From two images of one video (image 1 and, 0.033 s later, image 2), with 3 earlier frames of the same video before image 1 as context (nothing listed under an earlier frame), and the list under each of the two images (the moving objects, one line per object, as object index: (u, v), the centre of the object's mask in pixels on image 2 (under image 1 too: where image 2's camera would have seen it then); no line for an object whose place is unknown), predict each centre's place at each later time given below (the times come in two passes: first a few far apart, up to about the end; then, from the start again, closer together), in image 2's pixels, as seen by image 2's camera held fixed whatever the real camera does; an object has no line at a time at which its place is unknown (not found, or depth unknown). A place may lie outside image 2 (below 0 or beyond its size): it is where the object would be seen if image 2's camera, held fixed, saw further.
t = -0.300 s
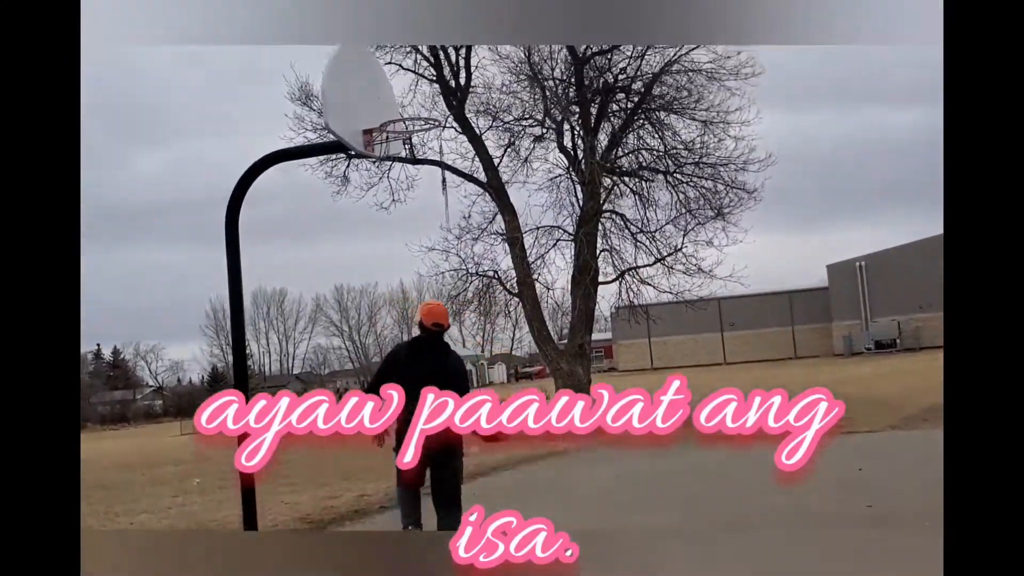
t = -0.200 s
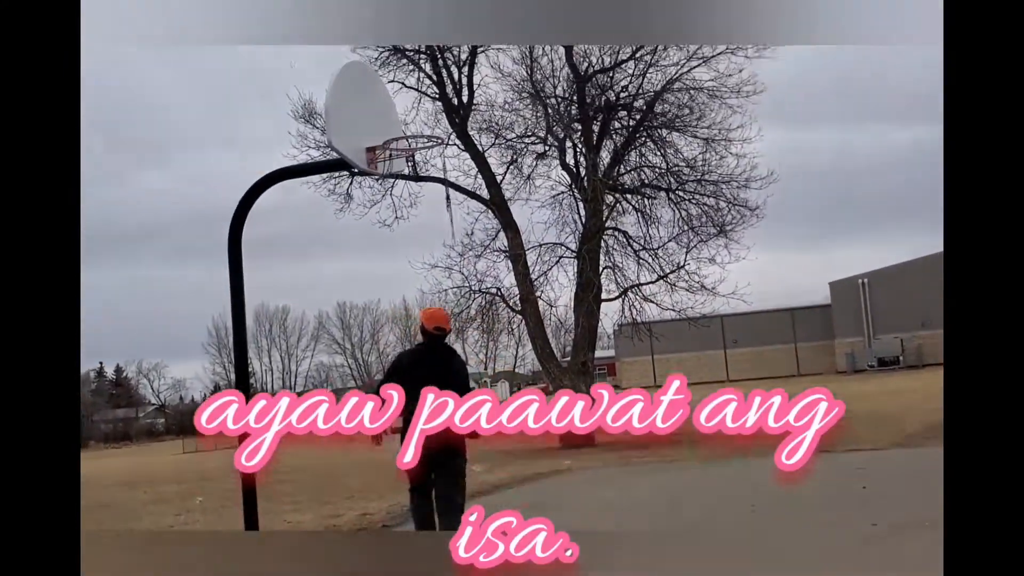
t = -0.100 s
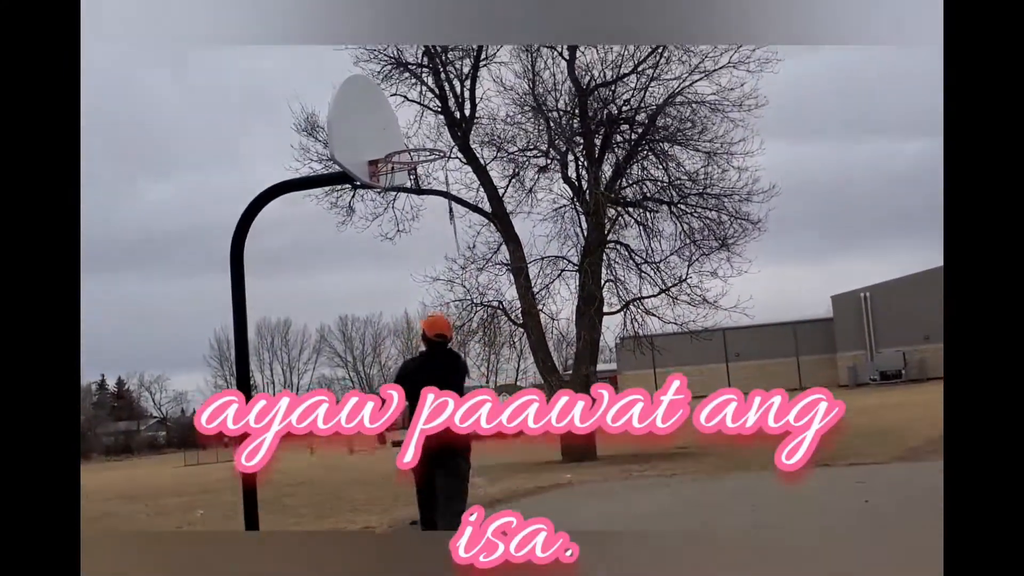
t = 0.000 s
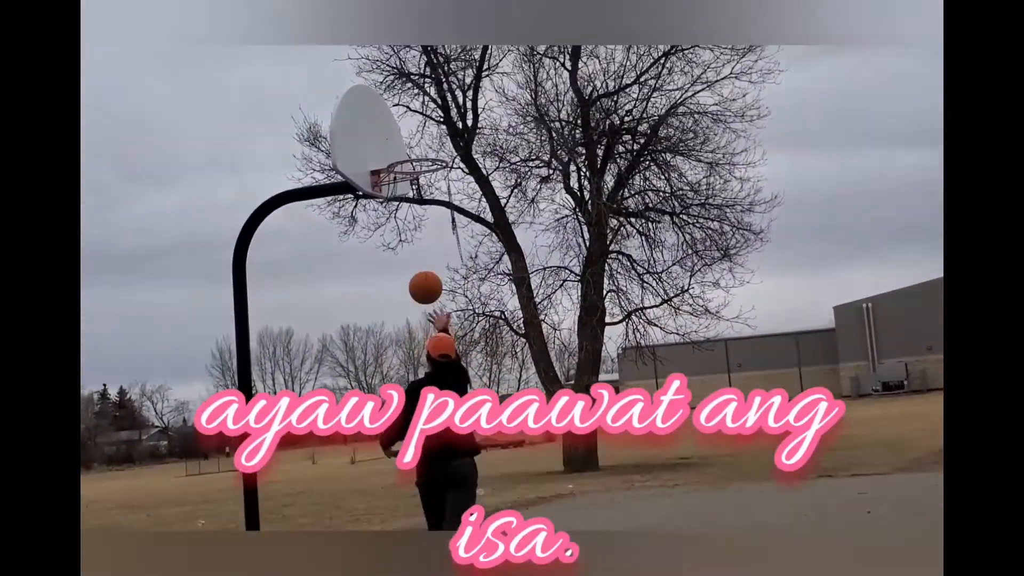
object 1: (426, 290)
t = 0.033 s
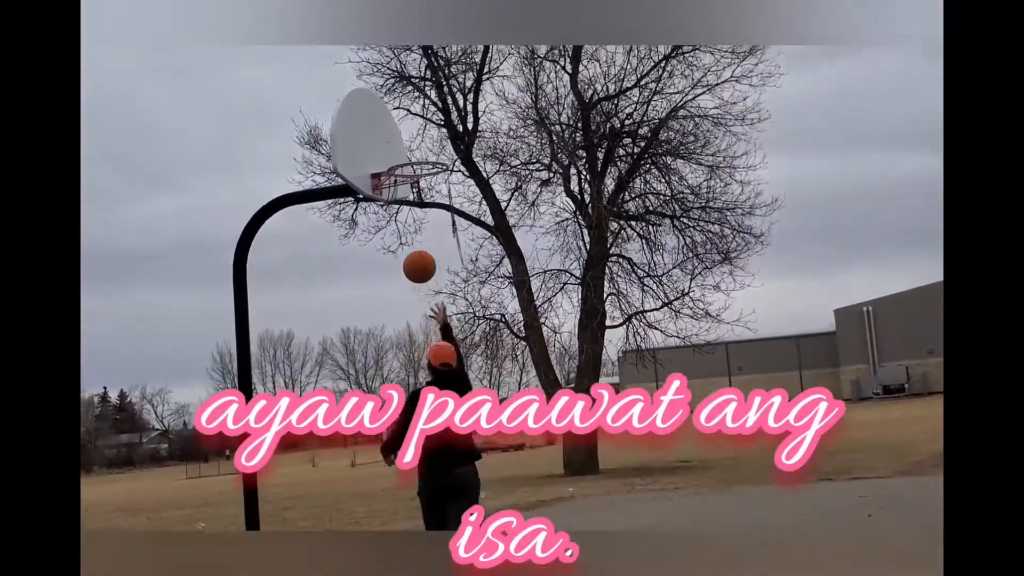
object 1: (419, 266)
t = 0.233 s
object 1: (386, 164)
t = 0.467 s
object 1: (399, 118)
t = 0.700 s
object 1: (459, 138)
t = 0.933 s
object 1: (522, 217)
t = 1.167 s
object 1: (591, 358)
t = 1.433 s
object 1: (658, 496)
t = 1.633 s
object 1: (662, 389)
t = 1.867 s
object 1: (671, 323)
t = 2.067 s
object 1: (684, 316)
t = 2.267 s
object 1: (702, 354)
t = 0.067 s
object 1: (413, 245)
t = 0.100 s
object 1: (408, 225)
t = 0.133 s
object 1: (402, 207)
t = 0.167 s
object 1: (396, 191)
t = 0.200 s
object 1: (391, 177)
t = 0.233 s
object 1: (386, 164)
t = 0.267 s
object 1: (381, 153)
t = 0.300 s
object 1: (377, 143)
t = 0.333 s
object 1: (372, 136)
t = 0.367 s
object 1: (374, 130)
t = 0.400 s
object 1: (382, 125)
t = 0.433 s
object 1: (390, 121)
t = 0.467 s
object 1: (399, 118)
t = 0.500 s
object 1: (407, 117)
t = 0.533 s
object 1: (416, 117)
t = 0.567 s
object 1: (425, 119)
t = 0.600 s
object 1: (433, 121)
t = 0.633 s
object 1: (442, 125)
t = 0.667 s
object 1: (451, 131)
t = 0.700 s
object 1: (459, 138)
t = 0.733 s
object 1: (468, 145)
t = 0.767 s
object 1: (476, 154)
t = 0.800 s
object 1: (485, 164)
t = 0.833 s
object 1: (494, 176)
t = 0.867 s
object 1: (504, 189)
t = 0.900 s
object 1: (513, 202)
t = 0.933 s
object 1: (522, 217)
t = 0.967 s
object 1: (531, 234)
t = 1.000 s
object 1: (541, 252)
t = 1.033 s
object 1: (551, 271)
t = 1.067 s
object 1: (560, 291)
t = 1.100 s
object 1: (571, 312)
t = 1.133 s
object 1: (581, 334)
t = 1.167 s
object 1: (591, 358)
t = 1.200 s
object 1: (601, 384)
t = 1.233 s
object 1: (612, 411)
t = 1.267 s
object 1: (623, 440)
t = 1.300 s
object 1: (634, 470)
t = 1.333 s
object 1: (644, 494)
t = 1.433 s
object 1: (658, 496)
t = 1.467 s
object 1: (658, 478)
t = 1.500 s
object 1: (659, 458)
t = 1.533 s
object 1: (659, 438)
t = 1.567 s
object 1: (659, 419)
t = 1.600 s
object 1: (660, 404)
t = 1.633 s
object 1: (662, 389)
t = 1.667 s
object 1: (662, 375)
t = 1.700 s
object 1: (663, 363)
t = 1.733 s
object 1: (665, 353)
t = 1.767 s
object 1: (666, 343)
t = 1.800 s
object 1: (668, 335)
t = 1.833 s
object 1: (670, 329)
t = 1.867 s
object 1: (671, 323)
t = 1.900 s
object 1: (673, 319)
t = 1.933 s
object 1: (675, 317)
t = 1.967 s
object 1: (677, 315)
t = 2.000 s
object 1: (679, 314)
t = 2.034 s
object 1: (681, 314)
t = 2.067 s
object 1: (684, 316)
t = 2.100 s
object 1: (687, 319)
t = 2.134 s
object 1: (690, 324)
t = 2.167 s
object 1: (692, 330)
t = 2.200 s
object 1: (696, 336)
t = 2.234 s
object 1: (699, 345)
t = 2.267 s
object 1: (702, 354)
